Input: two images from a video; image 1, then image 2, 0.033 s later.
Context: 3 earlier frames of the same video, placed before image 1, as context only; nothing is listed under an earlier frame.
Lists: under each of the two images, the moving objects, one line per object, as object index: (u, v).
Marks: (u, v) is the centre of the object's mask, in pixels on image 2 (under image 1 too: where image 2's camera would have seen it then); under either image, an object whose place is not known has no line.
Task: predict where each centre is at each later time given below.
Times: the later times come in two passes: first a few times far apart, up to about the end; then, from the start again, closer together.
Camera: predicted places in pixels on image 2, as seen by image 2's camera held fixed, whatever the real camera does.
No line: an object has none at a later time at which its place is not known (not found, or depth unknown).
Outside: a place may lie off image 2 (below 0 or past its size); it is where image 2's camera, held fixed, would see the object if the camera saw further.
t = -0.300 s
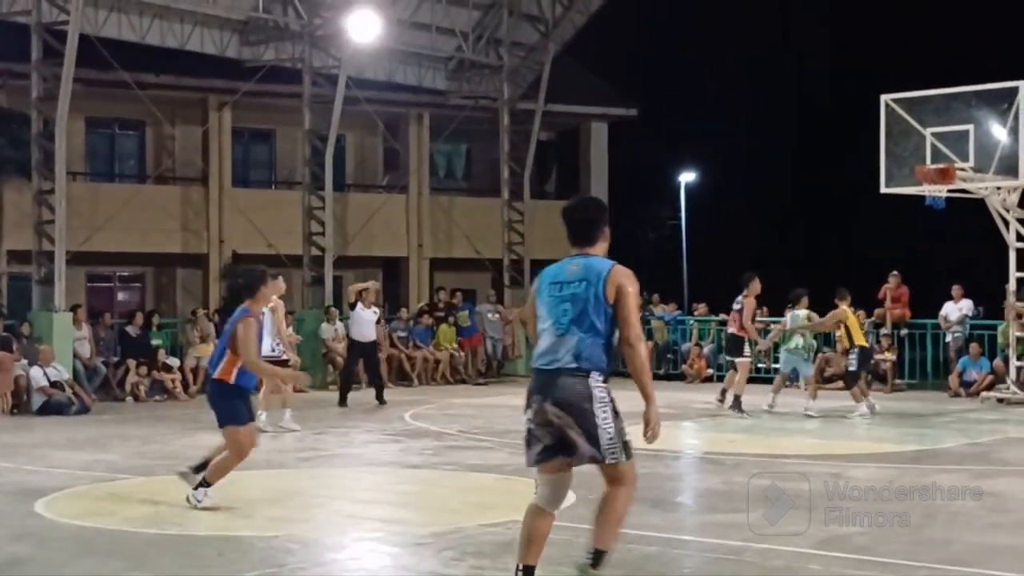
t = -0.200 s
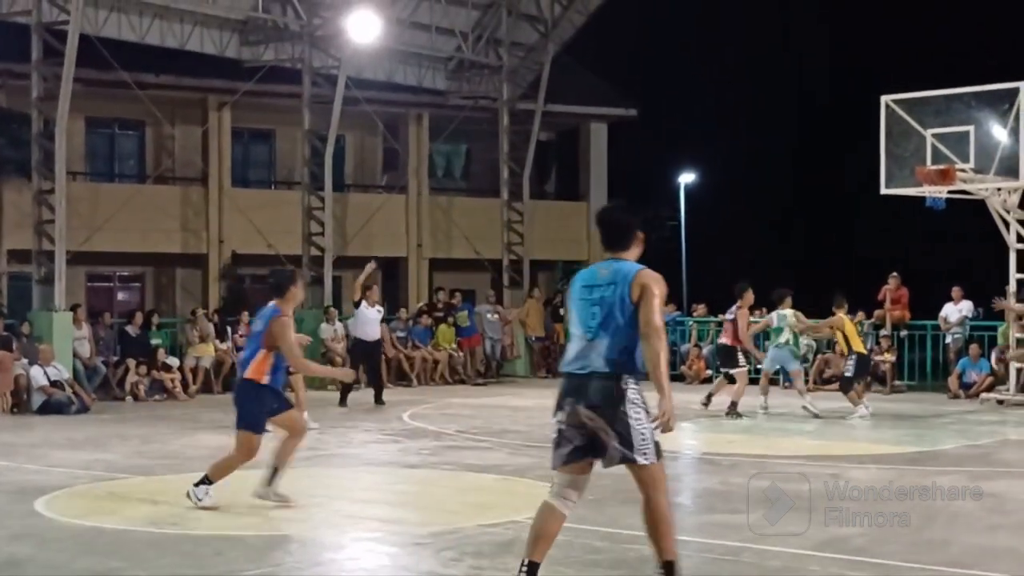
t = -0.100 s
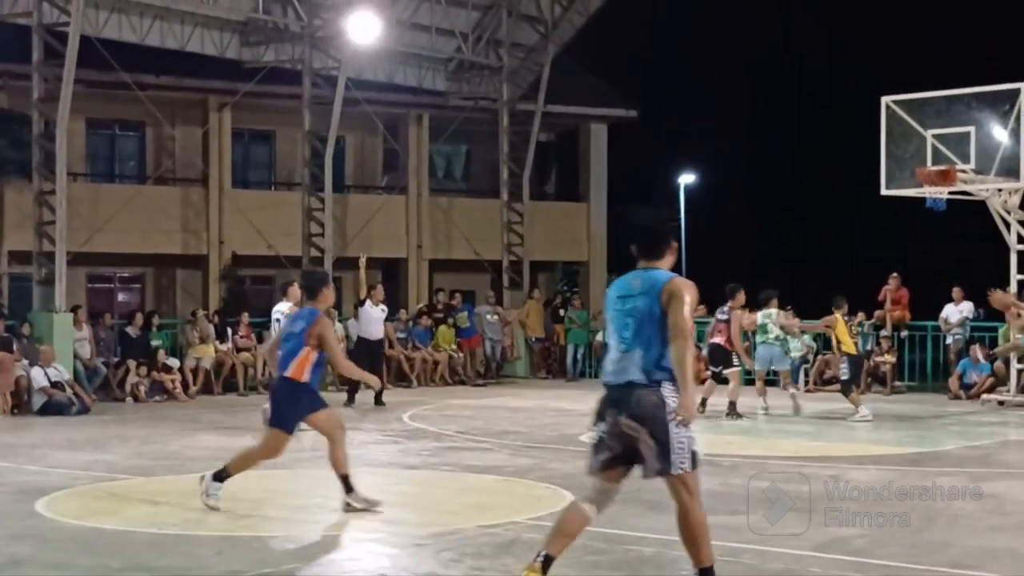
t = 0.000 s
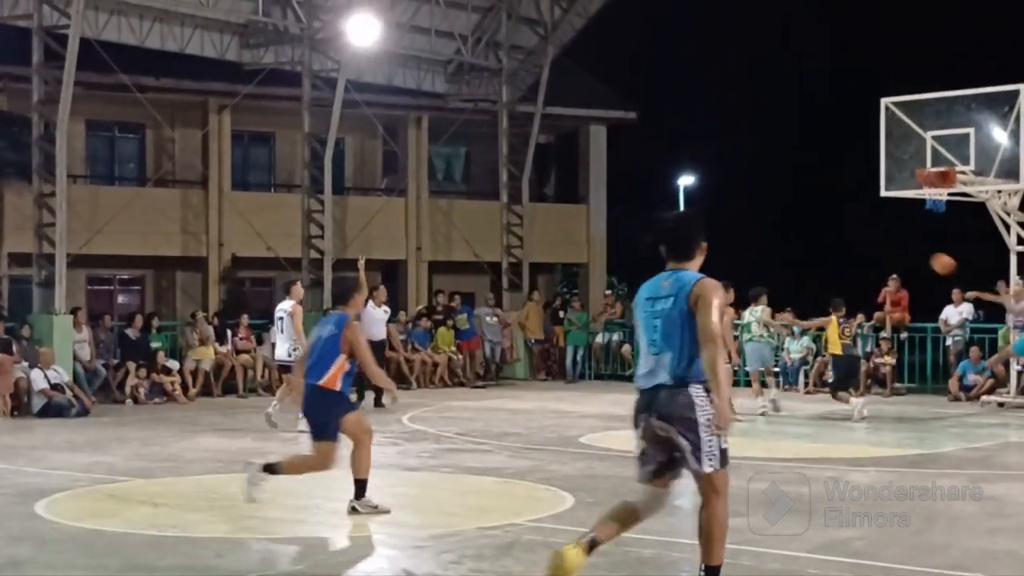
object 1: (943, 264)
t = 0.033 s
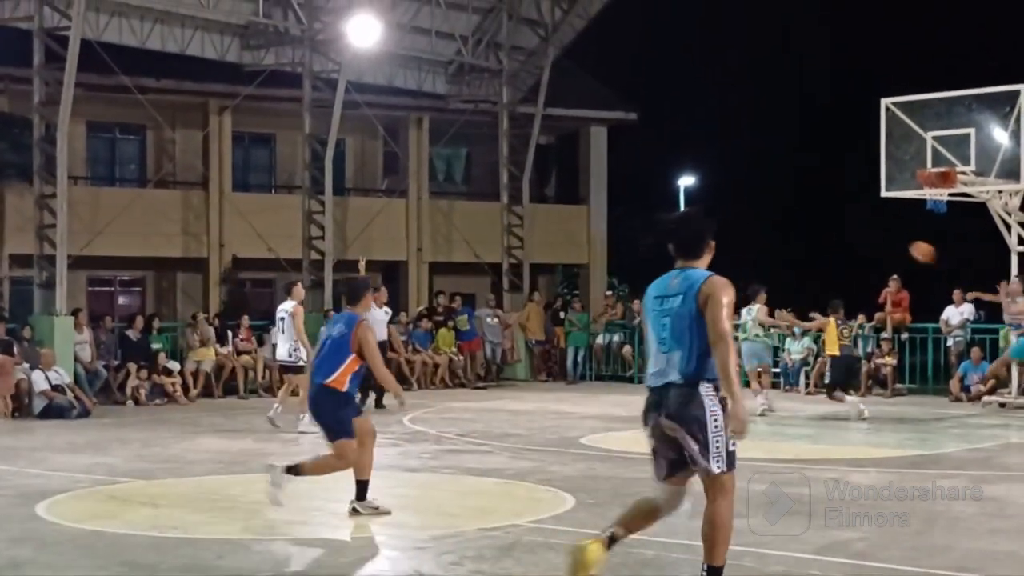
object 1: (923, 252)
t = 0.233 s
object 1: (792, 194)
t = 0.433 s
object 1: (655, 163)
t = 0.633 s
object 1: (486, 165)
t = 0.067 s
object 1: (901, 241)
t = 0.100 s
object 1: (880, 230)
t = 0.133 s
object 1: (859, 220)
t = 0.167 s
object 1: (837, 211)
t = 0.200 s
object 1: (816, 202)
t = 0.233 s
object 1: (792, 194)
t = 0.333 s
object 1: (724, 175)
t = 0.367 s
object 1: (702, 169)
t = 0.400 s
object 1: (678, 165)
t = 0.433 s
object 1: (655, 163)
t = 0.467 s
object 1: (631, 160)
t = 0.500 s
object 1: (608, 158)
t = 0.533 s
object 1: (583, 158)
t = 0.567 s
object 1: (560, 158)
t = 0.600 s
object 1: (536, 160)
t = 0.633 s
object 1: (486, 165)
